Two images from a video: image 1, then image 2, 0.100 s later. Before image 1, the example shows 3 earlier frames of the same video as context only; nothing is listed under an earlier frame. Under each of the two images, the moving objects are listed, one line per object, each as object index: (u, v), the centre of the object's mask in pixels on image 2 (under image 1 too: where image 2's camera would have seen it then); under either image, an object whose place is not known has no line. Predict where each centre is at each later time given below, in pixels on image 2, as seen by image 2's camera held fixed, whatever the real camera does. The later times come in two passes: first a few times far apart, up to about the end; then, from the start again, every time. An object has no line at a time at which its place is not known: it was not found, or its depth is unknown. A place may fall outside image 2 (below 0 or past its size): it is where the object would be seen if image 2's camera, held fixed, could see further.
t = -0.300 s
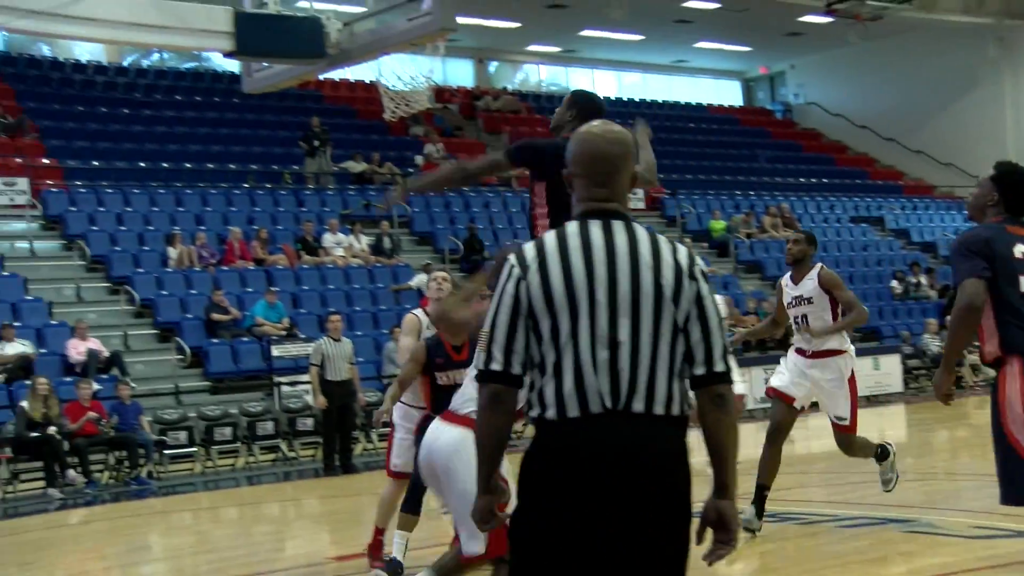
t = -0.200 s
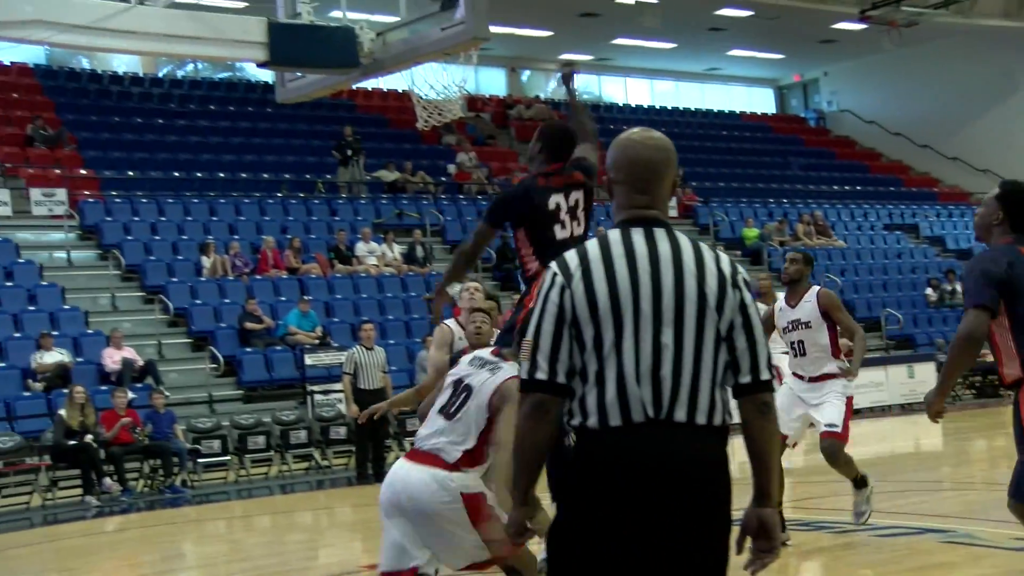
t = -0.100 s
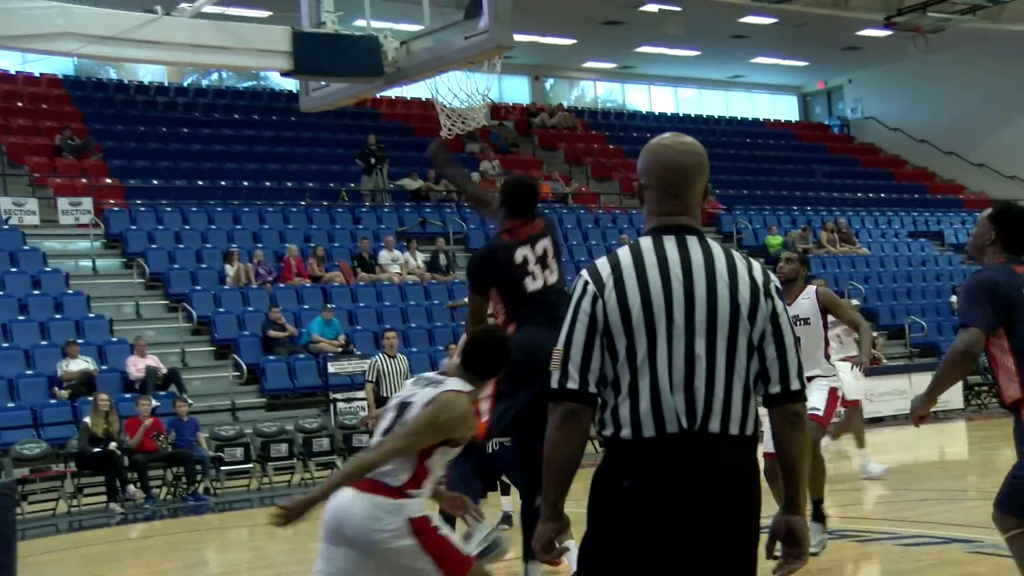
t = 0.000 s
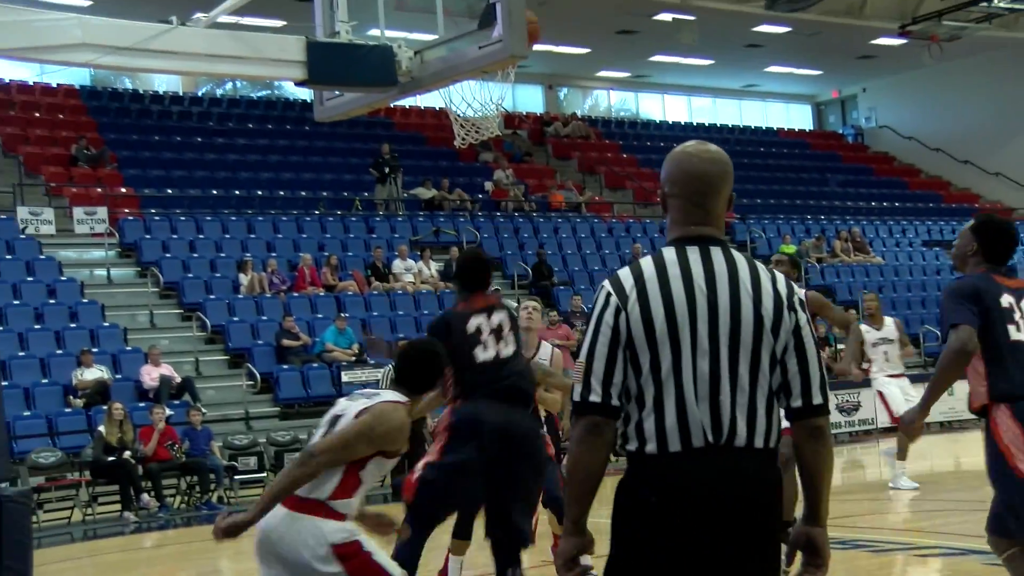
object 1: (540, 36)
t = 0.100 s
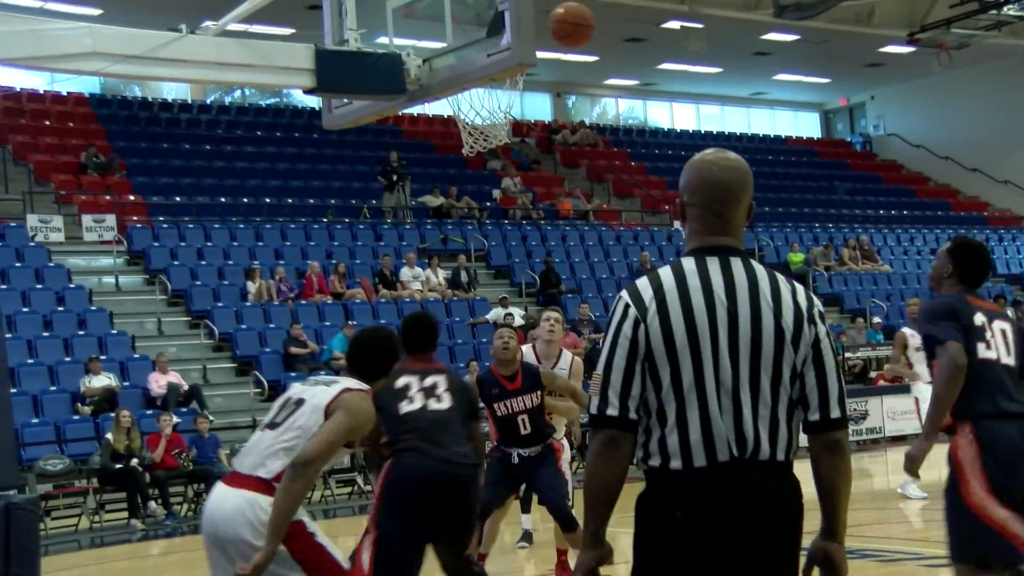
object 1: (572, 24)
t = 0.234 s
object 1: (636, 35)
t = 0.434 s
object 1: (742, 115)
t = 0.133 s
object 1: (588, 24)
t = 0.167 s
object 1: (604, 26)
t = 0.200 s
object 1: (620, 29)
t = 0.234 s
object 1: (636, 35)
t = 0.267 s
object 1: (652, 43)
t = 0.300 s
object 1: (669, 53)
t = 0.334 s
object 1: (687, 65)
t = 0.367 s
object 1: (705, 79)
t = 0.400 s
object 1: (723, 96)
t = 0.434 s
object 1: (742, 115)
